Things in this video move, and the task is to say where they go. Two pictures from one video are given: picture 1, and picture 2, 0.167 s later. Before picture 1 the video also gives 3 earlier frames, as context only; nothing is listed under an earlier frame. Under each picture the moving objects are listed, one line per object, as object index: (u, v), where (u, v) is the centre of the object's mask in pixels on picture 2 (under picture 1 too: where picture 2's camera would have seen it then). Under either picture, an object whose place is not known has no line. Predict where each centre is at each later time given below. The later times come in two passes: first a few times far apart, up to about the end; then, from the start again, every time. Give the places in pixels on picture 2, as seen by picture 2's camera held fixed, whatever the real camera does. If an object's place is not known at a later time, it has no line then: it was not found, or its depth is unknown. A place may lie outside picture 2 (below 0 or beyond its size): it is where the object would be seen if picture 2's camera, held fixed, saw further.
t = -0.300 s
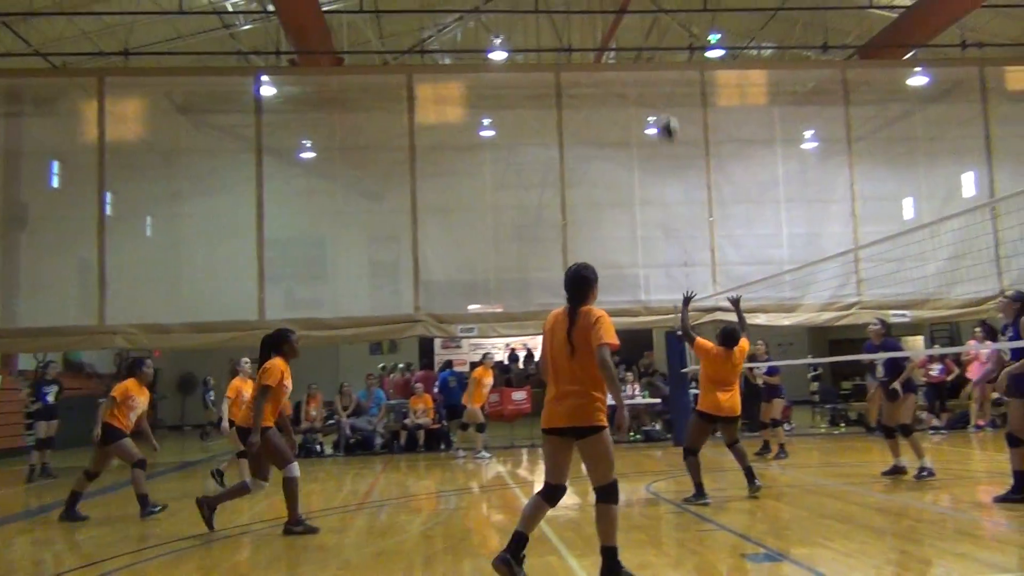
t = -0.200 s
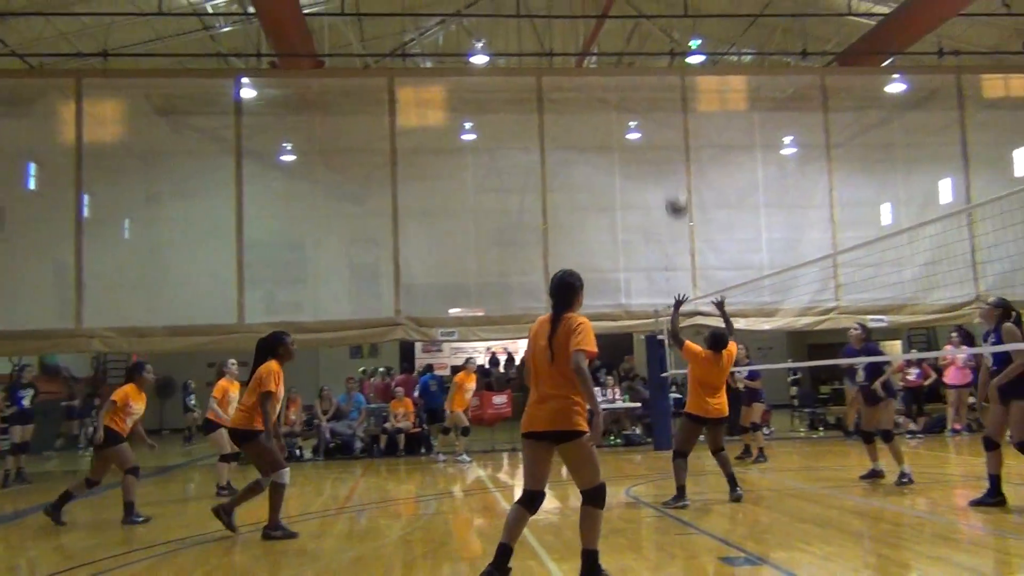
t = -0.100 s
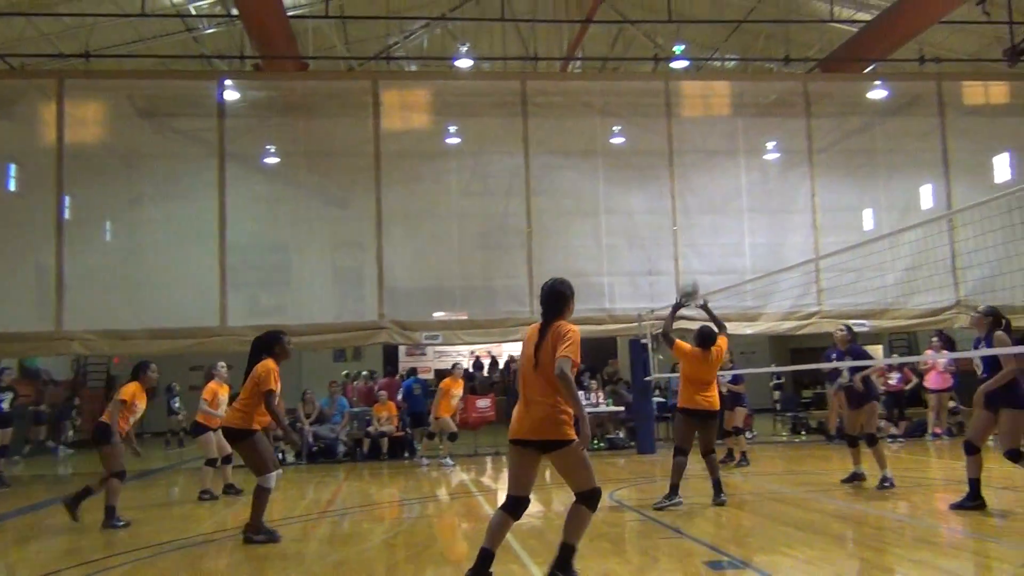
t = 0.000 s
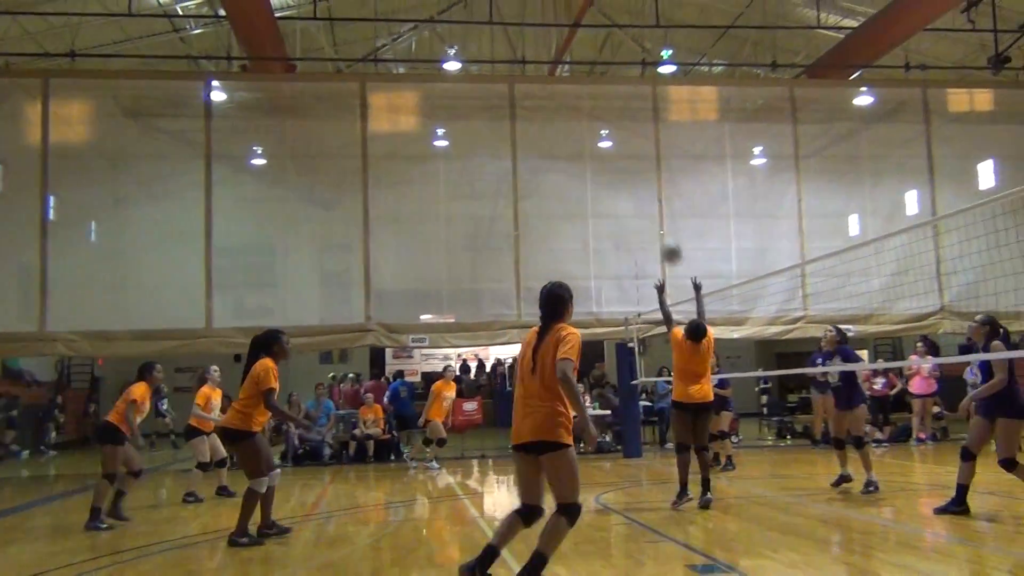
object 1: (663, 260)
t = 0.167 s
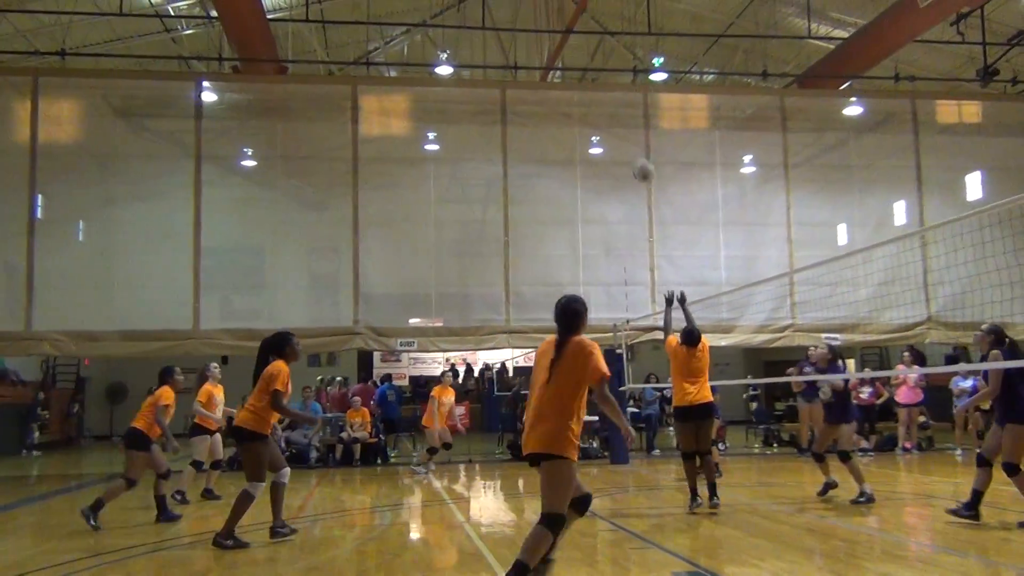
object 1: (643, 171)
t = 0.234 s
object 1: (636, 145)
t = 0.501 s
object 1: (611, 96)
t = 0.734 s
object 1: (592, 105)
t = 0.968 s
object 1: (576, 156)
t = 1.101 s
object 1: (567, 202)
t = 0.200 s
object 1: (640, 158)
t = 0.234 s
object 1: (636, 145)
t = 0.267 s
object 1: (632, 135)
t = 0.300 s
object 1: (629, 126)
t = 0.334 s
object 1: (626, 118)
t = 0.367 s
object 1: (622, 112)
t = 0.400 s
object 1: (620, 106)
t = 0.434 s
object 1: (617, 102)
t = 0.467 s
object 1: (614, 98)
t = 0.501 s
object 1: (611, 96)
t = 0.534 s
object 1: (608, 94)
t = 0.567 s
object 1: (606, 94)
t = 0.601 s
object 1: (603, 94)
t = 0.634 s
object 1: (600, 96)
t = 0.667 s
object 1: (598, 98)
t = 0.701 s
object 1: (595, 102)
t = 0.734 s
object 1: (592, 105)
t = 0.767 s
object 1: (590, 110)
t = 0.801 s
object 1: (587, 116)
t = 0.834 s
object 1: (585, 122)
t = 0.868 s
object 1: (583, 129)
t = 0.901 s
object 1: (580, 137)
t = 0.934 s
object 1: (579, 146)
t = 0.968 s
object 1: (576, 156)
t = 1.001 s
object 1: (574, 166)
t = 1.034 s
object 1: (572, 176)
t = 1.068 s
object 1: (569, 188)
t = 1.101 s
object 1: (567, 202)
